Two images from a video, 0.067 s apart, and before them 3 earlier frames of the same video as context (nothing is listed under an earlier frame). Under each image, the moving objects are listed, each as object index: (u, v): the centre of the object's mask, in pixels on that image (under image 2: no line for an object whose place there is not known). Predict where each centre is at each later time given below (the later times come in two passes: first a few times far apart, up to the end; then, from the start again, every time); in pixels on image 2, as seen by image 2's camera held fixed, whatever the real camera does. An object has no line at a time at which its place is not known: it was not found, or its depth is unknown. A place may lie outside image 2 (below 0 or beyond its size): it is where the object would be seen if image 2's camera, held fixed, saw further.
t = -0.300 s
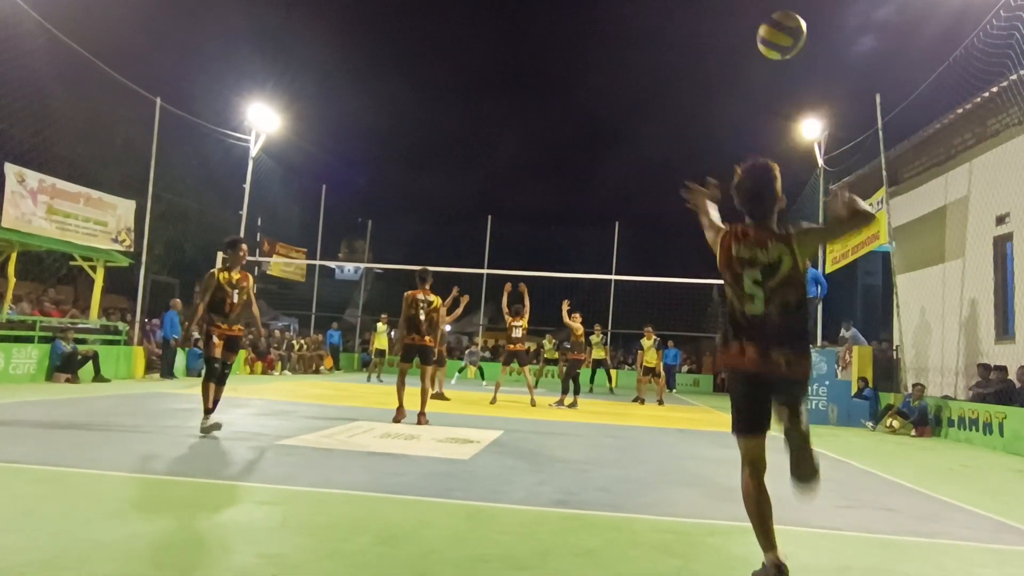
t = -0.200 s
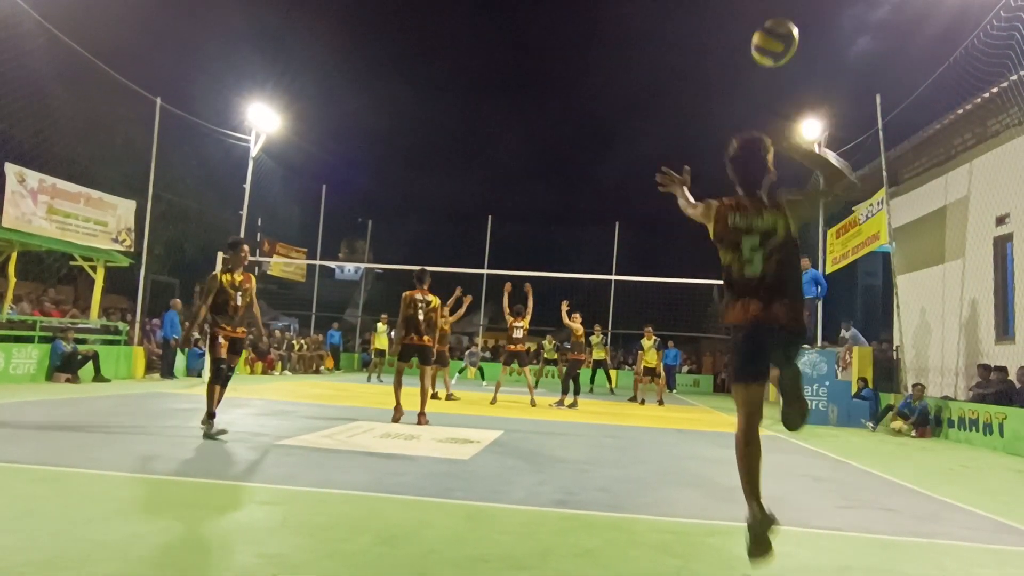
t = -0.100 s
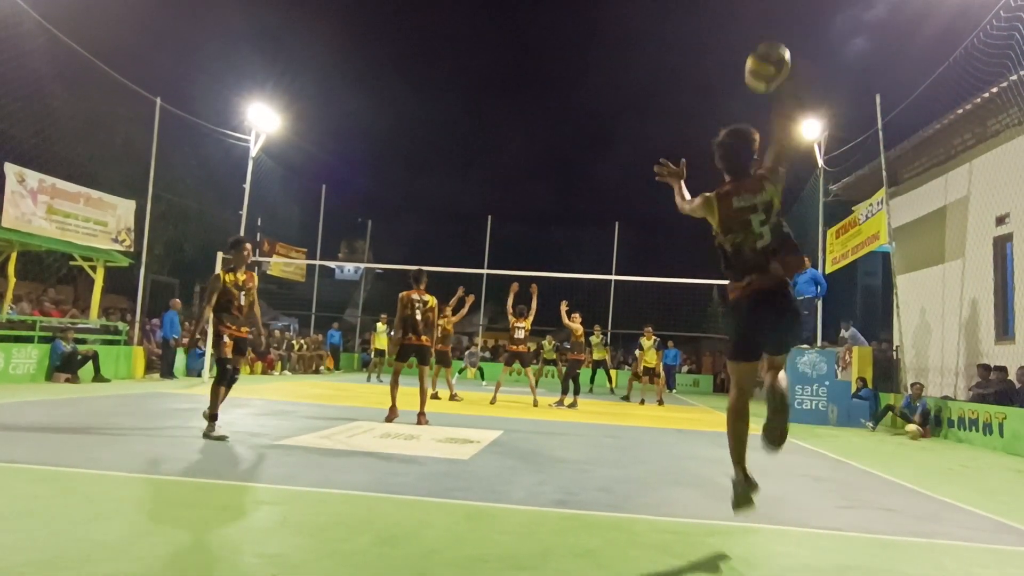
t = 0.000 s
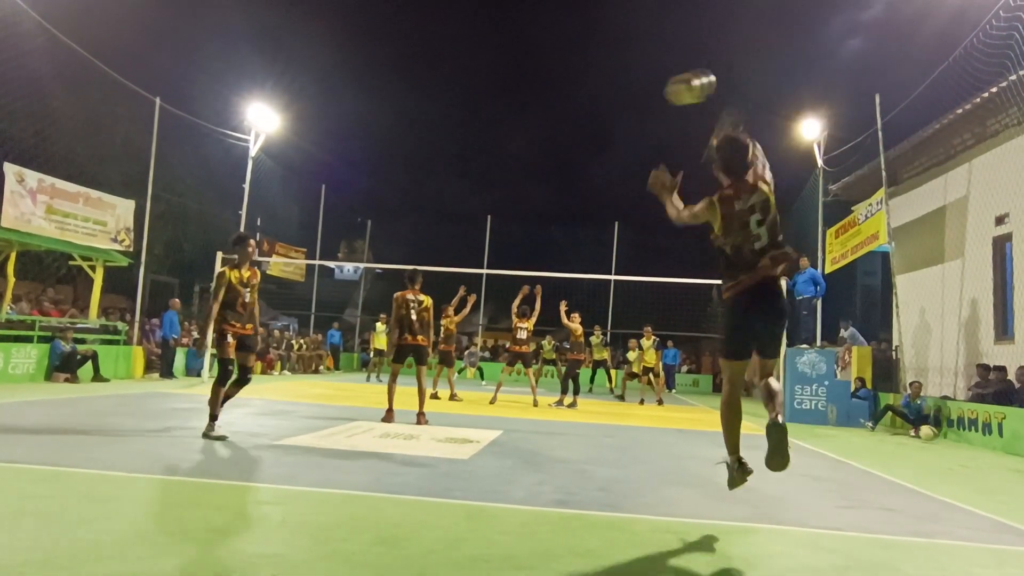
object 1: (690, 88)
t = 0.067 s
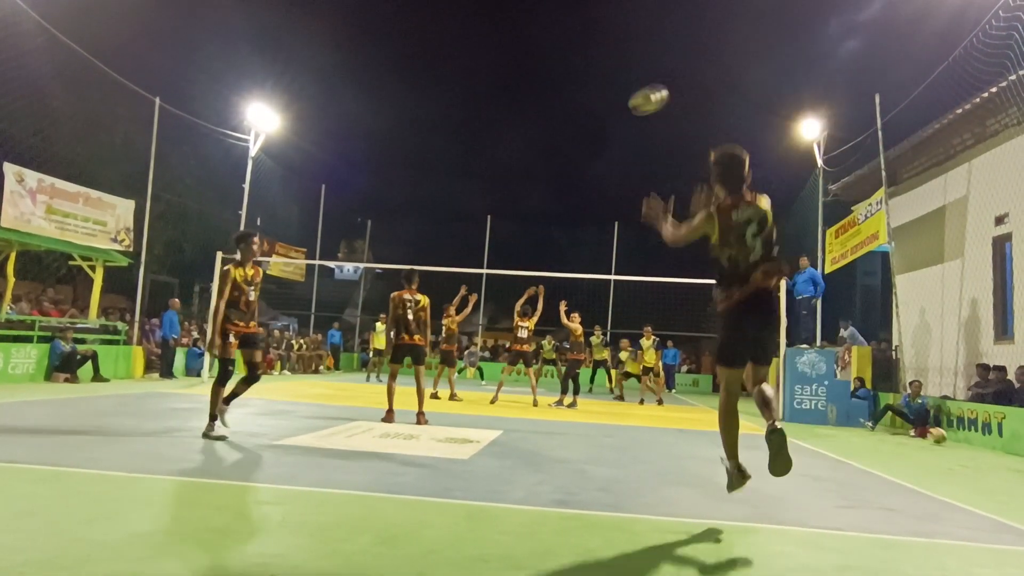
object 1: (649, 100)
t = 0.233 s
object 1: (587, 133)
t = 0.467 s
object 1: (538, 183)
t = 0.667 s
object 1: (511, 225)
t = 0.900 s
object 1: (486, 276)
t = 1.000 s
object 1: (477, 299)
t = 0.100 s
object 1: (633, 106)
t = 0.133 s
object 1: (620, 113)
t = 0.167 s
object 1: (607, 120)
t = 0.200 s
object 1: (597, 127)
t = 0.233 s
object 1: (587, 133)
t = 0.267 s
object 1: (578, 140)
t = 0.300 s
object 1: (571, 147)
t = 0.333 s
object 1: (563, 155)
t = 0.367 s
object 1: (556, 162)
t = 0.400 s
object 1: (550, 169)
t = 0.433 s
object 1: (544, 176)
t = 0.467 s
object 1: (538, 183)
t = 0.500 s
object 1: (533, 189)
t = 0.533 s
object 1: (528, 196)
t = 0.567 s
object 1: (524, 203)
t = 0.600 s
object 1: (519, 211)
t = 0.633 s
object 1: (515, 218)
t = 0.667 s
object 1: (511, 225)
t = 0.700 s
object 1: (507, 232)
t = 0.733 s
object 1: (503, 239)
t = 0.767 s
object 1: (499, 246)
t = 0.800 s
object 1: (496, 253)
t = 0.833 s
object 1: (493, 260)
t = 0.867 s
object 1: (490, 266)
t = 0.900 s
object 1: (486, 276)
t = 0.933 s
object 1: (483, 283)
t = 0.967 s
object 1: (480, 291)
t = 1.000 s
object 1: (477, 299)
